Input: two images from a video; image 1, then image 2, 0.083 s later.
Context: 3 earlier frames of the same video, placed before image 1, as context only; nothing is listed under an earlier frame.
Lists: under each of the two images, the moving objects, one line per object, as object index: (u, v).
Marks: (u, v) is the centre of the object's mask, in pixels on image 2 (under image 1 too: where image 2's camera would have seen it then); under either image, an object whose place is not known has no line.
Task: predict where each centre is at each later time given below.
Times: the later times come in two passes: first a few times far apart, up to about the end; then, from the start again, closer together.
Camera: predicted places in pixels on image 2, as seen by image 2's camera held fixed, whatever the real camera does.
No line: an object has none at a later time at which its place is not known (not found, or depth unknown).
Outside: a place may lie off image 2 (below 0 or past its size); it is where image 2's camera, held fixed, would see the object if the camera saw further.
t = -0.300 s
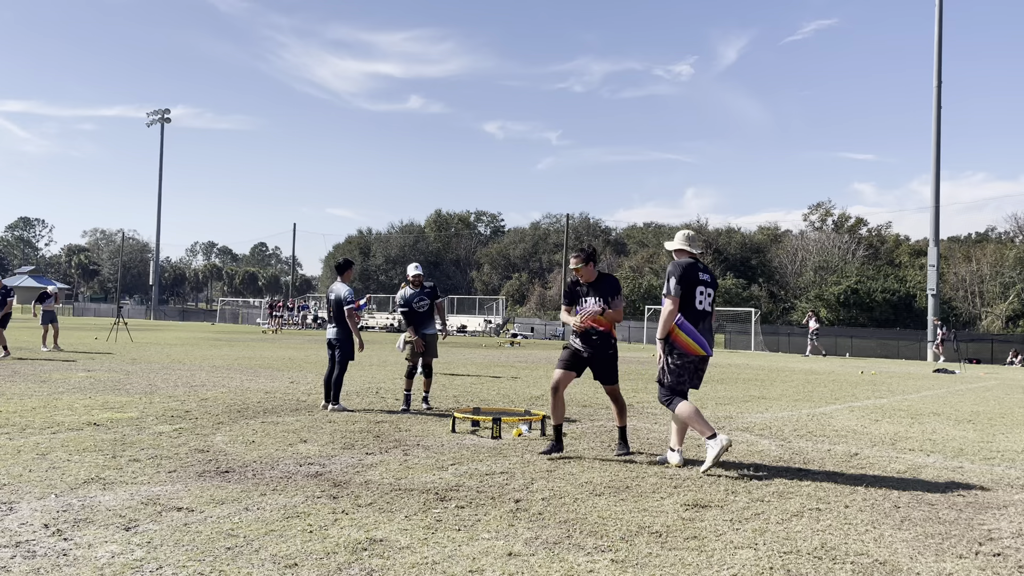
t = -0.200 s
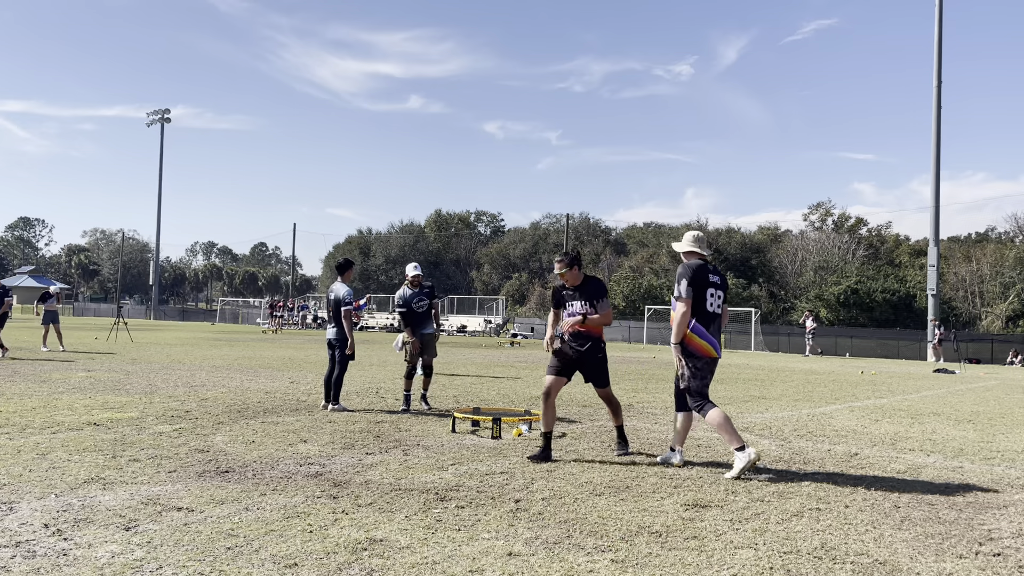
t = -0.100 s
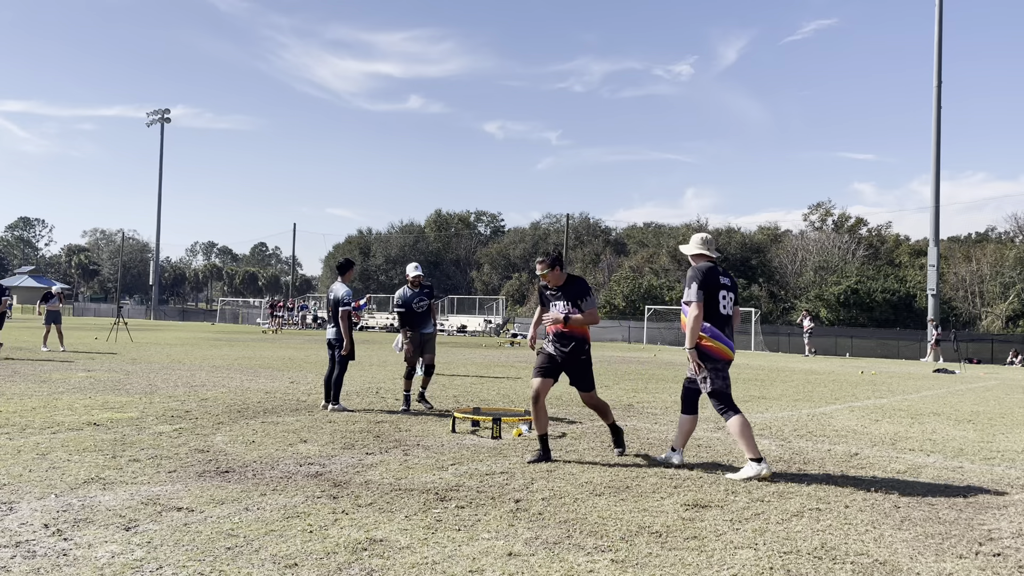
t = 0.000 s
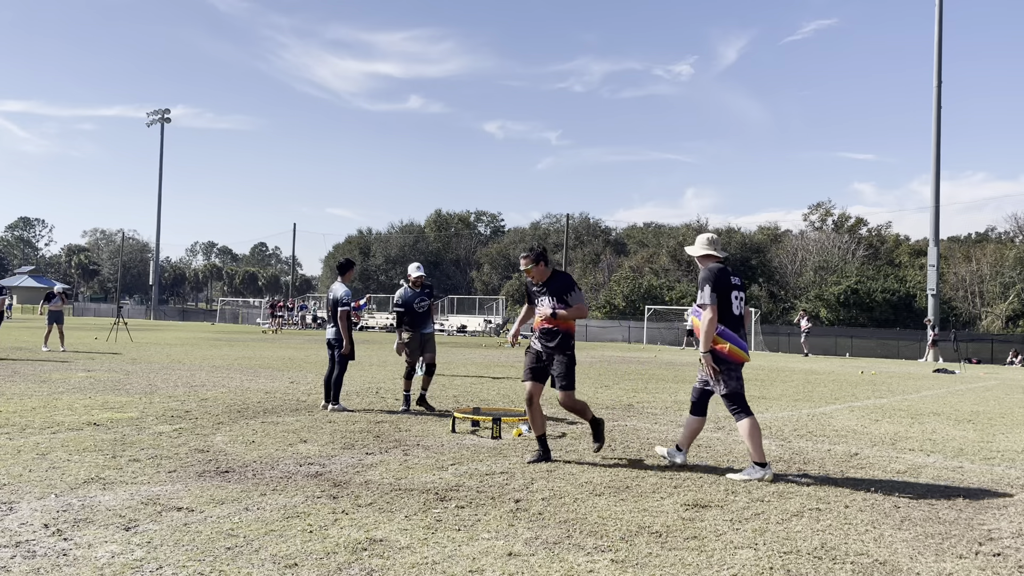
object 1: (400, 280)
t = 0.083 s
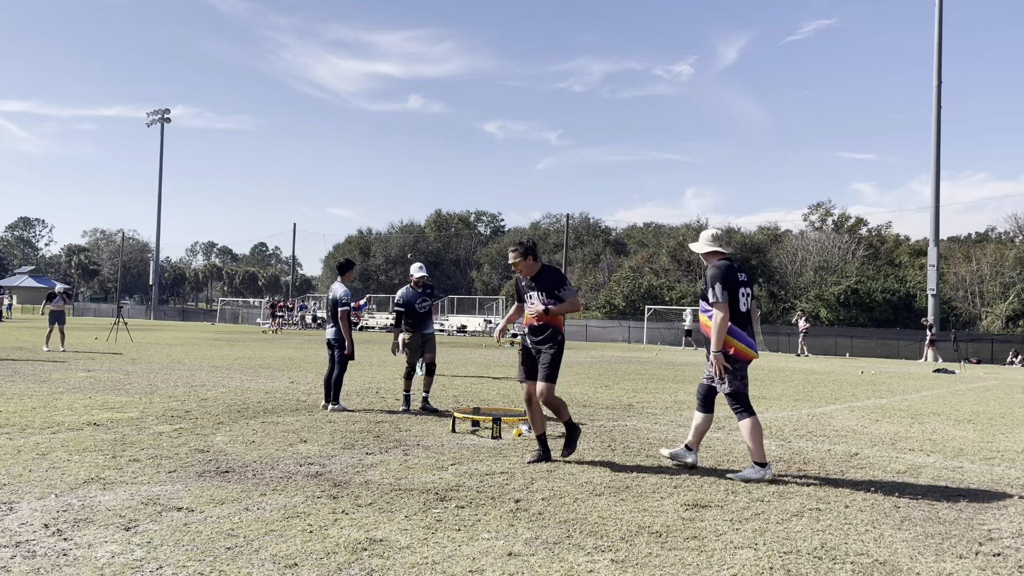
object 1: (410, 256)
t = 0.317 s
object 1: (447, 198)
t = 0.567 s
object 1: (493, 159)
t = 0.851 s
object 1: (558, 159)
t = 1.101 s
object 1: (634, 217)
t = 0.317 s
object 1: (447, 198)
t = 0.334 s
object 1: (450, 194)
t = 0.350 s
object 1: (453, 191)
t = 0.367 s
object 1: (456, 188)
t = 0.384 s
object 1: (459, 184)
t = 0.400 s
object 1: (461, 182)
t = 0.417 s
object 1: (464, 179)
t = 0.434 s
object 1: (468, 176)
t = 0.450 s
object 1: (470, 174)
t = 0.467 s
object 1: (474, 171)
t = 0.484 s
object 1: (476, 168)
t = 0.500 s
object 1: (480, 167)
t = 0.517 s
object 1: (483, 165)
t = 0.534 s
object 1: (486, 162)
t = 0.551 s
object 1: (490, 161)
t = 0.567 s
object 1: (493, 159)
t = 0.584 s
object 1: (496, 157)
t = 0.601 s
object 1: (499, 156)
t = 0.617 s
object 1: (503, 155)
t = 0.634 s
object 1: (506, 154)
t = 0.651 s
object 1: (510, 153)
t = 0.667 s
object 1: (514, 152)
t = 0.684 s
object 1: (517, 152)
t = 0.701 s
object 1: (521, 152)
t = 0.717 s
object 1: (525, 151)
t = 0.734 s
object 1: (529, 152)
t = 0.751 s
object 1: (533, 152)
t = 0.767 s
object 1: (537, 152)
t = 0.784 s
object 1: (541, 153)
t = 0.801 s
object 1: (545, 154)
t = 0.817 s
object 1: (549, 156)
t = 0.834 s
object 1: (554, 157)
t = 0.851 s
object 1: (558, 159)
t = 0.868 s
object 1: (562, 160)
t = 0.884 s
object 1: (567, 162)
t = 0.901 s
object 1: (571, 165)
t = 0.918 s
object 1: (576, 168)
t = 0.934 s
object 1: (581, 171)
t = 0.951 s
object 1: (586, 174)
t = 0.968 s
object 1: (591, 177)
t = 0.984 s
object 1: (596, 181)
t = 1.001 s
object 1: (601, 185)
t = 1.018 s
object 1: (606, 190)
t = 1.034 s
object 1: (612, 194)
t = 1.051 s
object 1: (617, 200)
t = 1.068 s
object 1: (623, 205)
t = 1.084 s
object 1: (628, 210)
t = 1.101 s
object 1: (634, 217)
